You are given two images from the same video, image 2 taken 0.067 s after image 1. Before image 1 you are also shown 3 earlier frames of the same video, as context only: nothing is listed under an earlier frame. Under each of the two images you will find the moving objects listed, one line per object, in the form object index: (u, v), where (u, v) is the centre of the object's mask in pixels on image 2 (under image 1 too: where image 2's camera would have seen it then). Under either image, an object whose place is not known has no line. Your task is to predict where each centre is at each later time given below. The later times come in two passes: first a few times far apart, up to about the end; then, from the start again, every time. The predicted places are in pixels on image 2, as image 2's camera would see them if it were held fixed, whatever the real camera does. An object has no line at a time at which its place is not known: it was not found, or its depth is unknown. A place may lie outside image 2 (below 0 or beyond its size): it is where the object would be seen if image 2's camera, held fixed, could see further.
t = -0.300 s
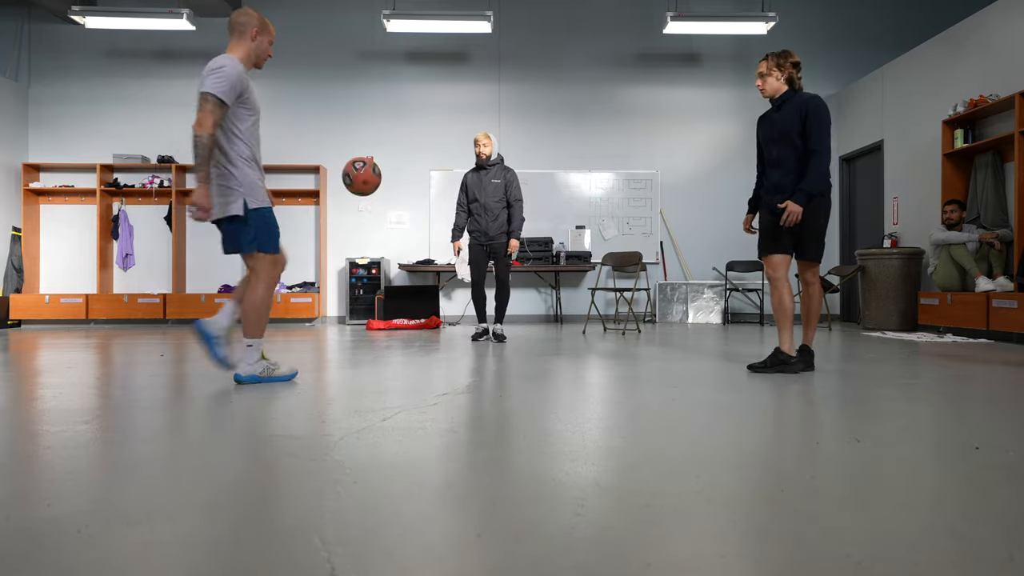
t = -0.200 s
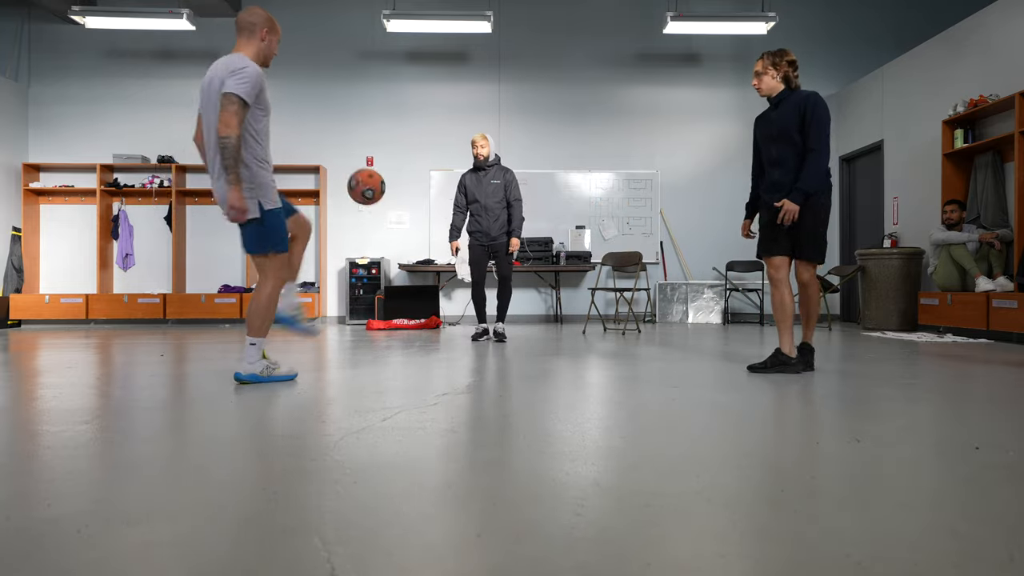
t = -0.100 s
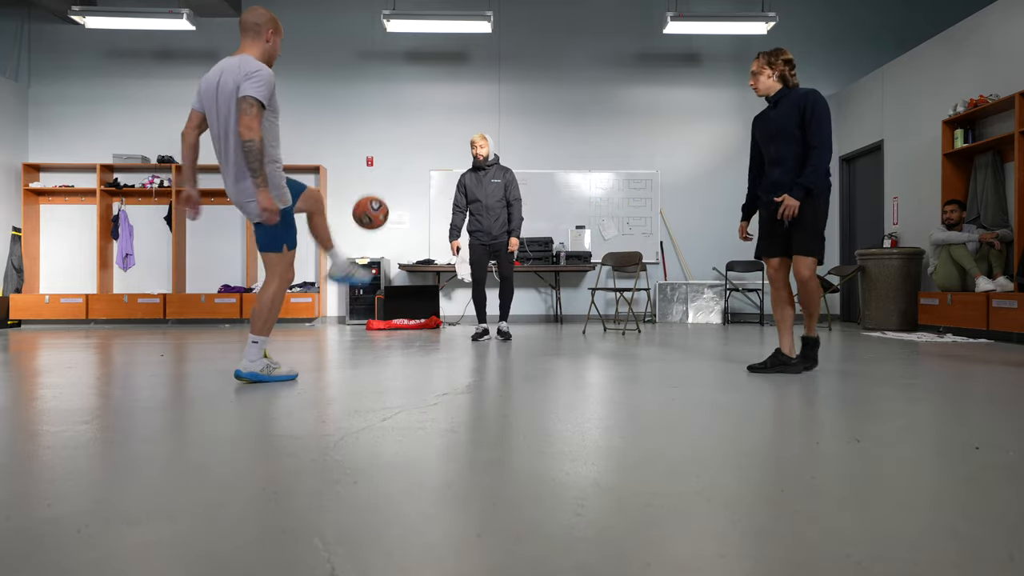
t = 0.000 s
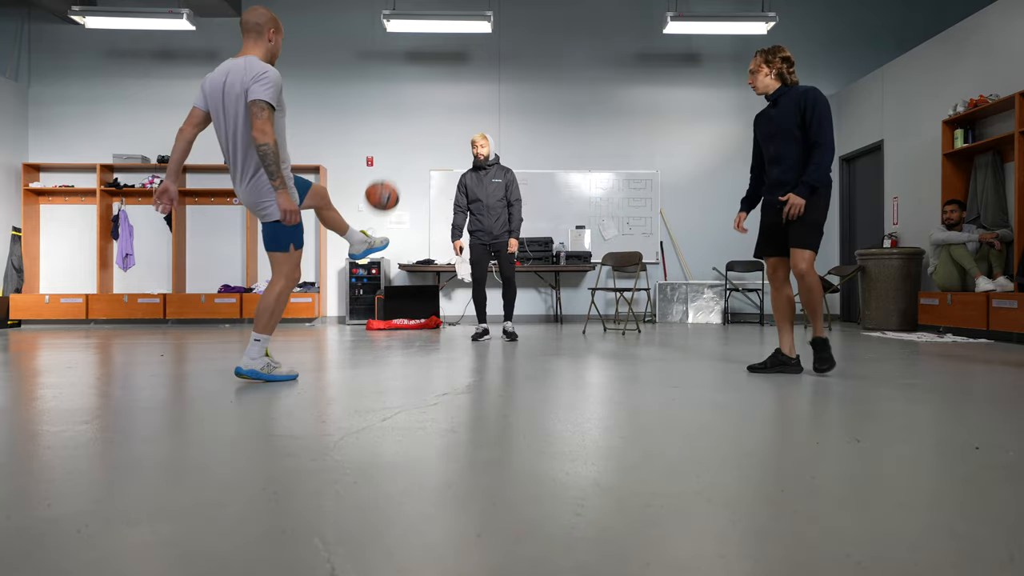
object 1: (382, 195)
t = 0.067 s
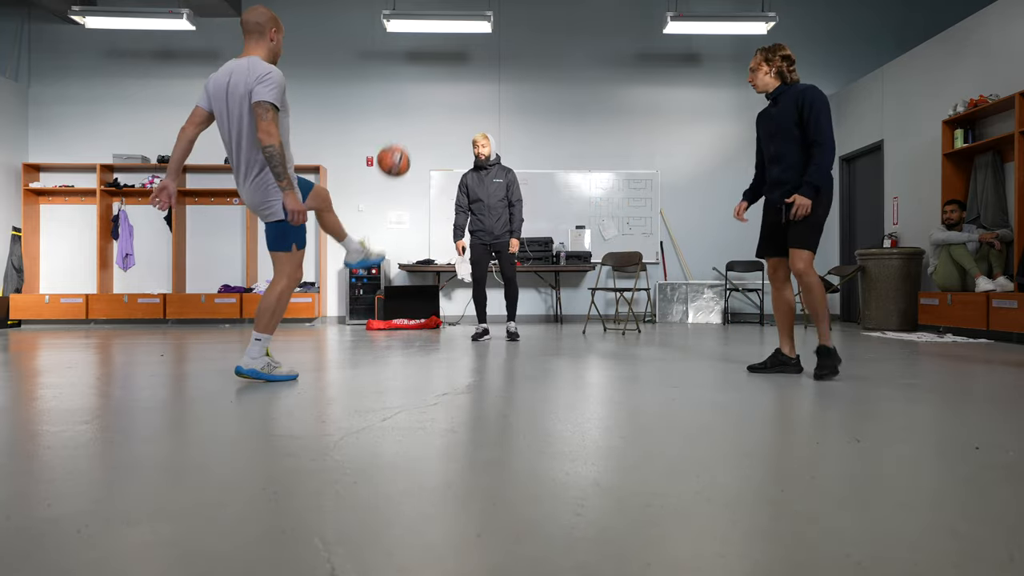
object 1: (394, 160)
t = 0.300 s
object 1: (429, 101)
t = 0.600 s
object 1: (466, 136)
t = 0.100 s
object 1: (399, 146)
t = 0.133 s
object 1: (404, 134)
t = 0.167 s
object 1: (409, 124)
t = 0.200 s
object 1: (414, 116)
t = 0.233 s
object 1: (419, 109)
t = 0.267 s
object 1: (424, 104)
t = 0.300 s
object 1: (429, 101)
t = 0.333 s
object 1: (433, 99)
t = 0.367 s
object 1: (438, 99)
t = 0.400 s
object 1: (442, 100)
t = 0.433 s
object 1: (446, 102)
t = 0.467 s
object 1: (450, 107)
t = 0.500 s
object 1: (454, 112)
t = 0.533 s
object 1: (458, 119)
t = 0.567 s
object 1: (462, 127)
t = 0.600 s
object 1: (466, 136)
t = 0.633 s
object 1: (470, 146)
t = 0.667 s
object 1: (473, 158)
